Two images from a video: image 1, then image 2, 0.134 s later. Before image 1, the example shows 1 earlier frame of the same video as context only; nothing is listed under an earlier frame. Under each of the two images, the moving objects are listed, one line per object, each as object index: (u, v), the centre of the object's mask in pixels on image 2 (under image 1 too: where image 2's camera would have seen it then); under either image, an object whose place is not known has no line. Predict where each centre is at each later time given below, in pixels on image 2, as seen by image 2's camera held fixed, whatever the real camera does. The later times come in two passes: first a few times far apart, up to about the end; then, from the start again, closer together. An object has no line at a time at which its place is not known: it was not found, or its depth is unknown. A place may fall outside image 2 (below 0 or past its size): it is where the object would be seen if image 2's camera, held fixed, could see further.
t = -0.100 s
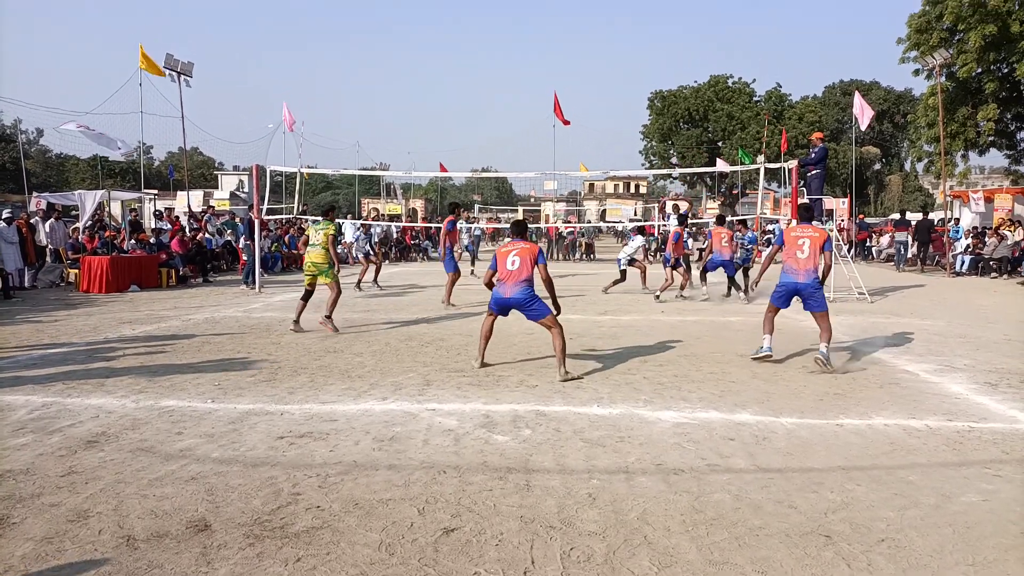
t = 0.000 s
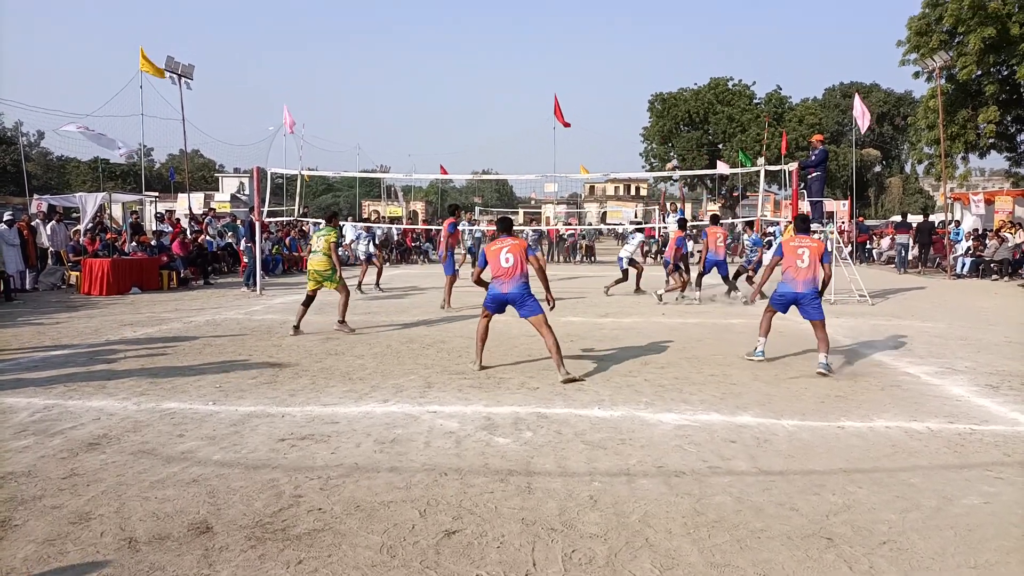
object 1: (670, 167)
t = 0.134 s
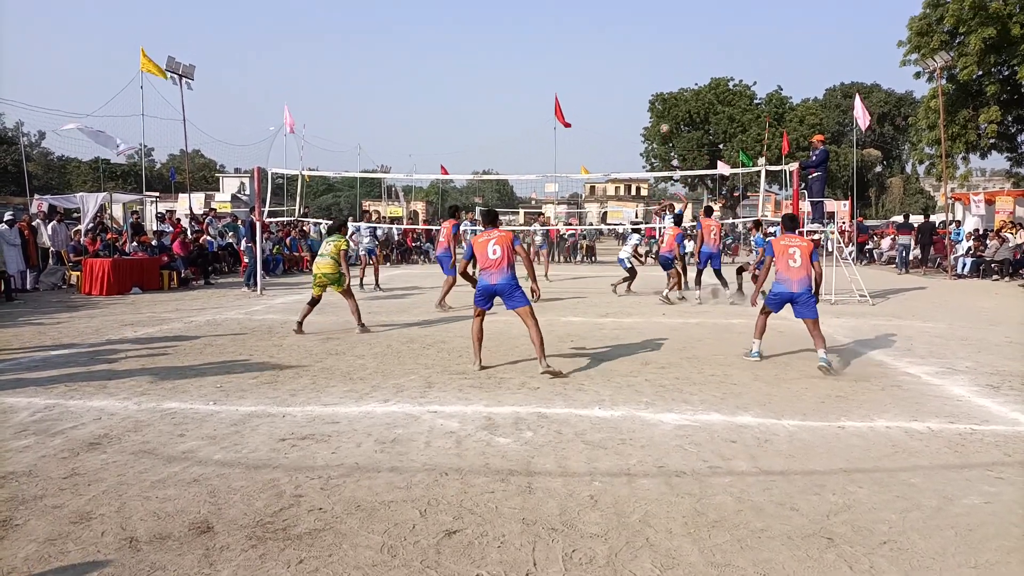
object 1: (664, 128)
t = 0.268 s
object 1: (659, 95)
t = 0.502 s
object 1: (650, 60)
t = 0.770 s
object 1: (640, 51)
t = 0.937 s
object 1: (635, 62)
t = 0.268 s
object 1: (659, 95)
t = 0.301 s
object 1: (658, 90)
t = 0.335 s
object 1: (657, 83)
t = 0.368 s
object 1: (655, 78)
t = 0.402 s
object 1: (653, 72)
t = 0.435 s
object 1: (652, 68)
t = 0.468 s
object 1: (651, 64)
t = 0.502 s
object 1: (650, 60)
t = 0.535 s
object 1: (649, 57)
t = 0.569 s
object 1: (647, 55)
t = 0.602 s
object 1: (646, 53)
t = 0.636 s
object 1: (645, 51)
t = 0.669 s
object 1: (644, 50)
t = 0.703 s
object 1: (642, 50)
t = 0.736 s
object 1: (641, 50)
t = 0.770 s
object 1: (640, 51)
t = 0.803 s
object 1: (639, 52)
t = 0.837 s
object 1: (637, 53)
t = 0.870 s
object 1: (636, 56)
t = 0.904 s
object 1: (636, 59)
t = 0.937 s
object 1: (635, 62)
